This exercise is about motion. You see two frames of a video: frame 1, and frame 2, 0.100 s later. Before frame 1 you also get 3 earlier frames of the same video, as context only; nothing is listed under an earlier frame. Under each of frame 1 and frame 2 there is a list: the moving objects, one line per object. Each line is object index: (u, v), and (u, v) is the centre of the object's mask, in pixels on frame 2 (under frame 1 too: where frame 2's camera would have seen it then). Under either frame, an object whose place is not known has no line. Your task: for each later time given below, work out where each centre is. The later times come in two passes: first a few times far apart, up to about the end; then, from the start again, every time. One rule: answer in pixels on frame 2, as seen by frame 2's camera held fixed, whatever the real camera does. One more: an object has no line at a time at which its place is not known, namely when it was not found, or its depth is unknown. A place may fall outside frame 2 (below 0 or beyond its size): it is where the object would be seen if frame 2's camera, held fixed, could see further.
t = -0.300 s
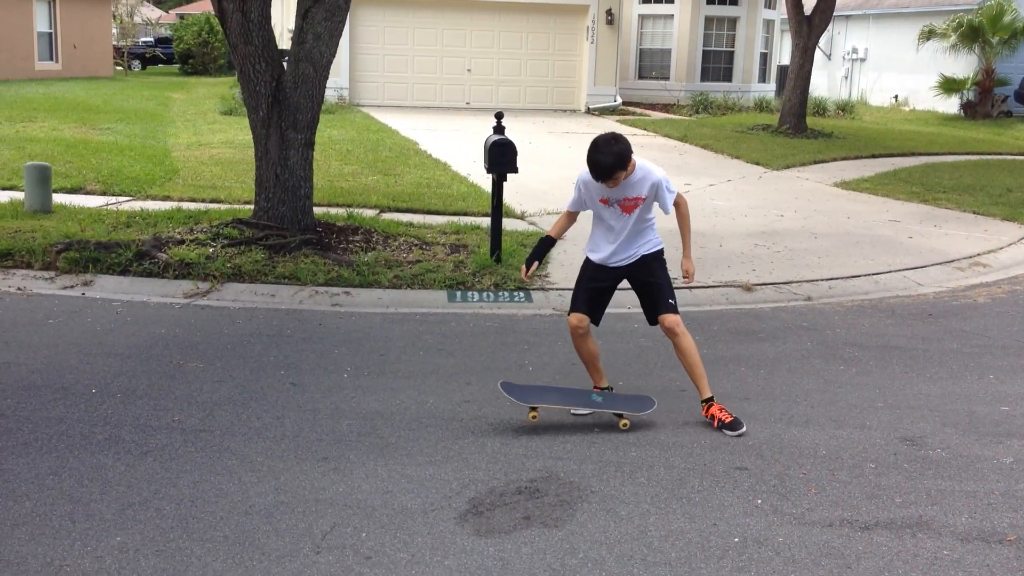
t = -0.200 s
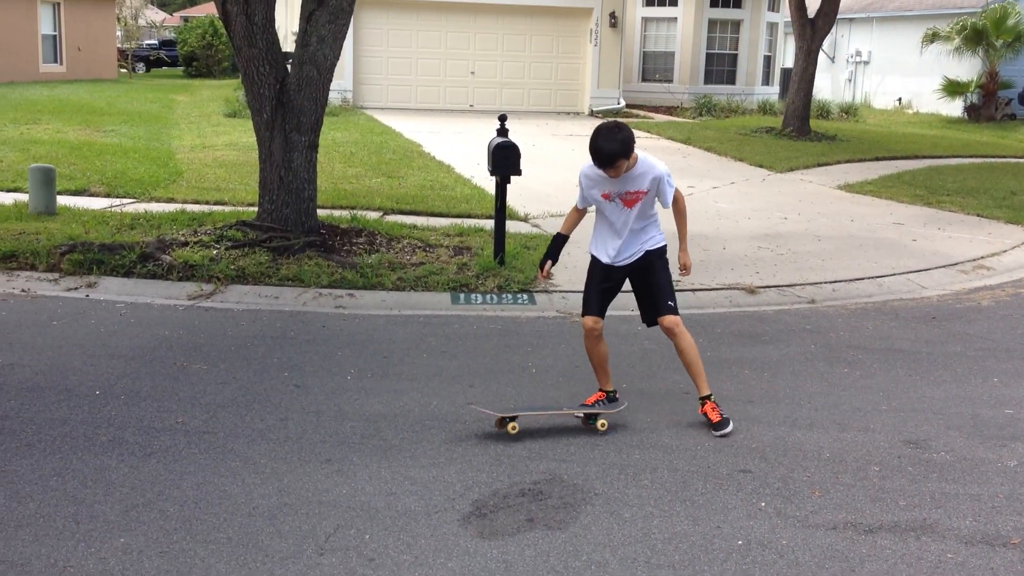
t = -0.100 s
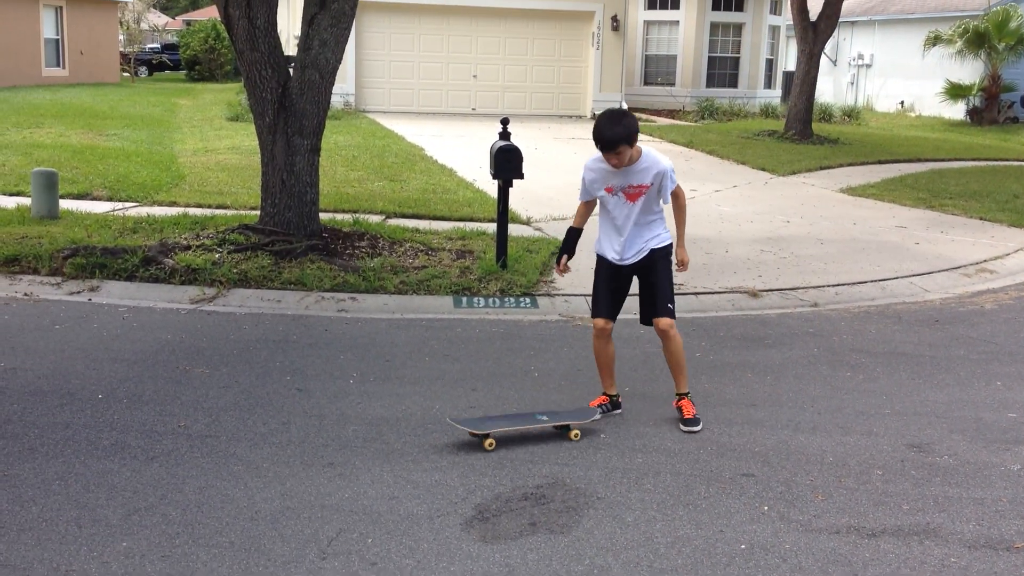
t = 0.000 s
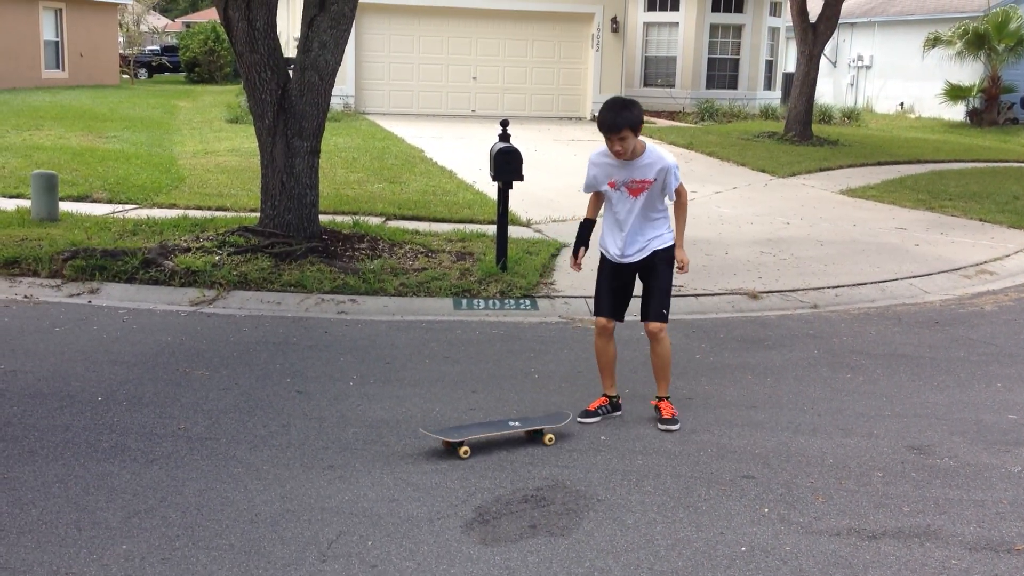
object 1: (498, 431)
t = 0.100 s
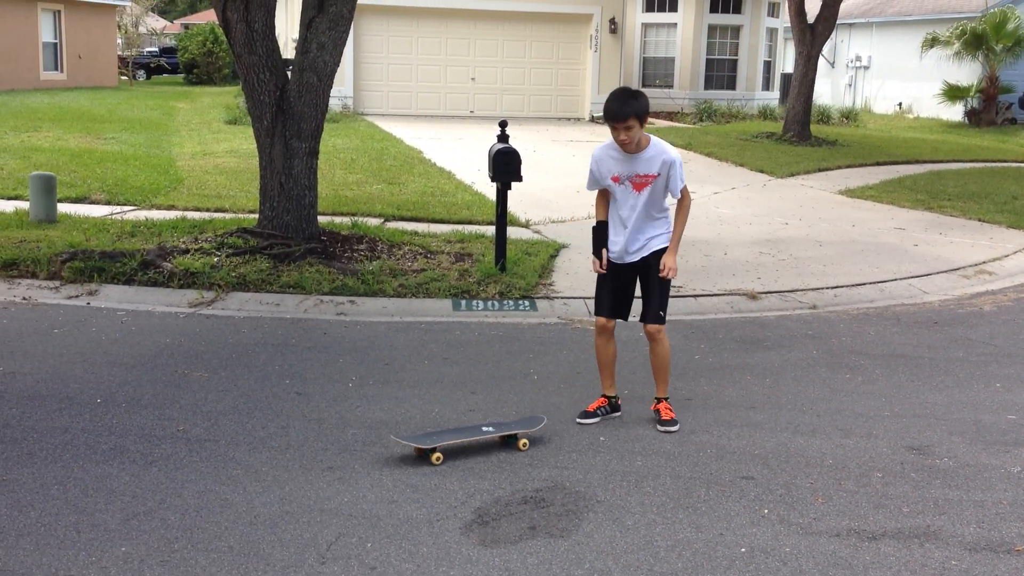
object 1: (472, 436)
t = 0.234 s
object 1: (438, 441)
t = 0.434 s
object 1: (384, 450)
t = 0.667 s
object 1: (321, 460)
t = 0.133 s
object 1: (464, 437)
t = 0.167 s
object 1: (455, 439)
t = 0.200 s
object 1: (447, 440)
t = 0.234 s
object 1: (438, 441)
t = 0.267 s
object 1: (428, 443)
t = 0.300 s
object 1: (419, 444)
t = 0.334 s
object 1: (410, 446)
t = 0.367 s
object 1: (401, 447)
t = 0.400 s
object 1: (392, 448)
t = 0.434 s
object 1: (384, 450)
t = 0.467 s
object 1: (375, 451)
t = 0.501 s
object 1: (366, 453)
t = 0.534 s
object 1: (357, 454)
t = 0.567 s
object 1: (348, 456)
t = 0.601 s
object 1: (338, 457)
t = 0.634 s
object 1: (330, 459)
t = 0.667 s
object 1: (321, 460)
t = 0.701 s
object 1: (310, 461)
